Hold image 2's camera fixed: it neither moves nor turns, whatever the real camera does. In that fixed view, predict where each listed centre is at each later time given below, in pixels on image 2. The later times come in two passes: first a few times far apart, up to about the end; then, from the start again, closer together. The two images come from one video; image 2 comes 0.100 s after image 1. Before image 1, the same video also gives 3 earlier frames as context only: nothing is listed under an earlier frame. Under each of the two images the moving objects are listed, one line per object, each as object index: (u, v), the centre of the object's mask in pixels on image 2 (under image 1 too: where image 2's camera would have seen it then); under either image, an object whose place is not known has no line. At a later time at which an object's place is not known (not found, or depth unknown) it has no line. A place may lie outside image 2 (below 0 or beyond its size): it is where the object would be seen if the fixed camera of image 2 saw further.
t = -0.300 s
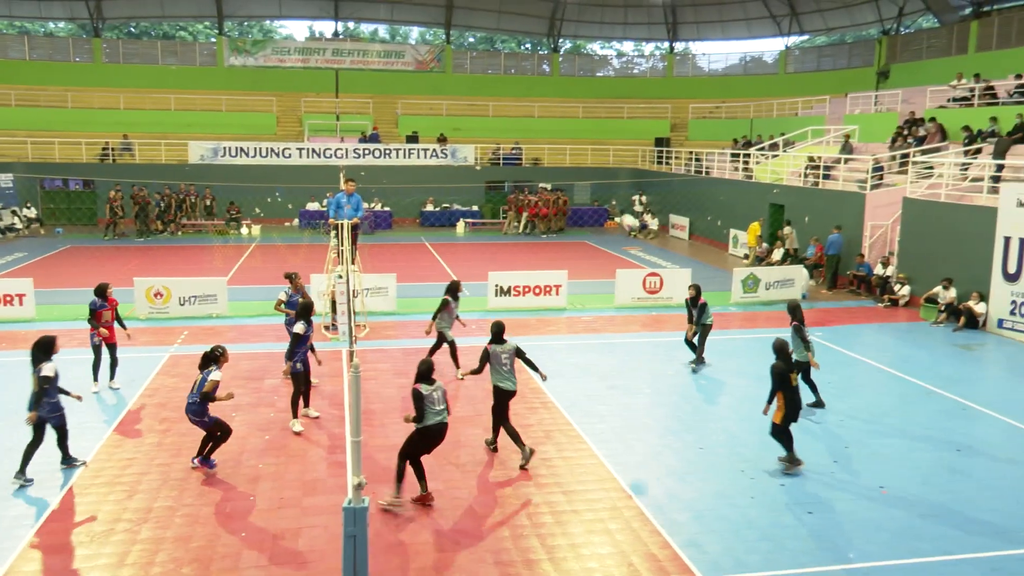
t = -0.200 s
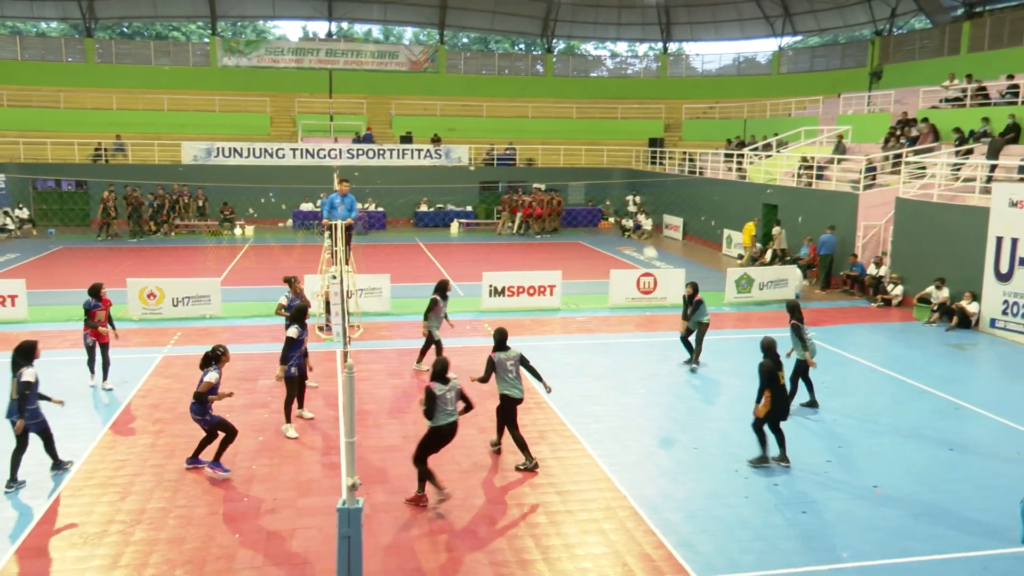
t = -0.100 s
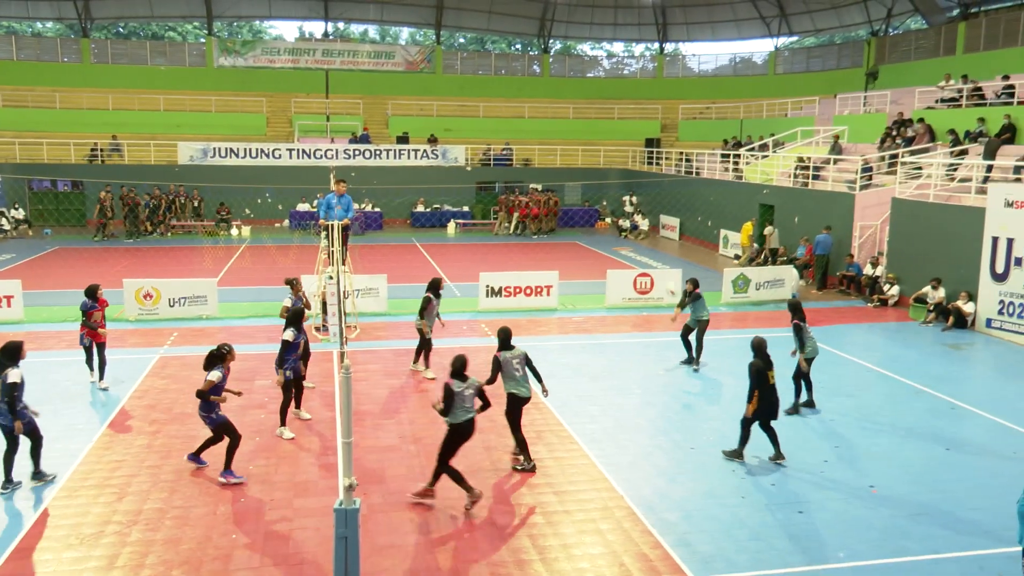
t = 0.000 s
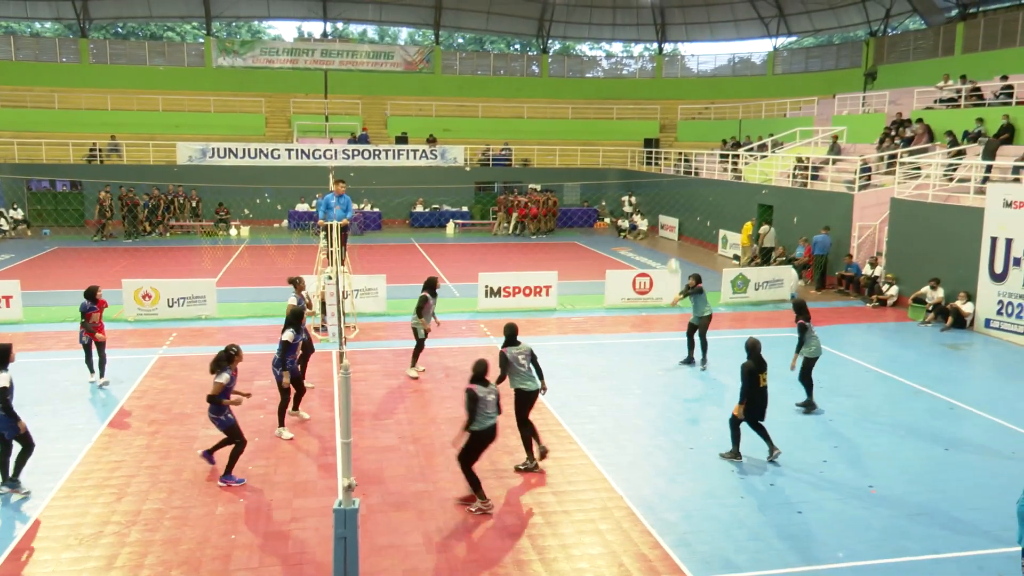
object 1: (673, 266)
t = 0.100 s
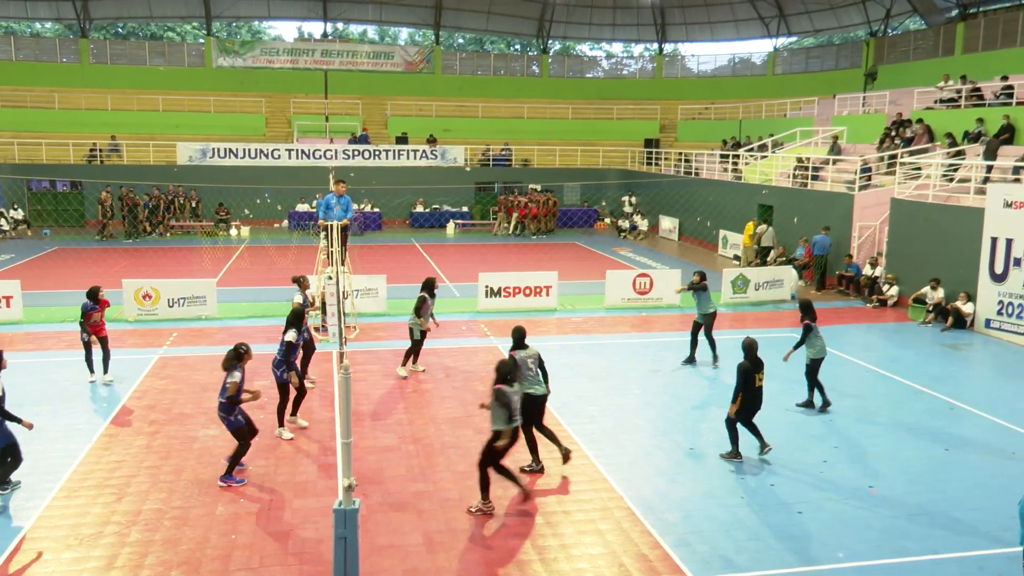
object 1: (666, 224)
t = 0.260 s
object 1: (654, 174)
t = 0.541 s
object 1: (633, 115)
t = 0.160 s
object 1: (662, 205)
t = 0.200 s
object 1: (659, 191)
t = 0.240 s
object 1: (656, 179)
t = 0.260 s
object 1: (654, 174)
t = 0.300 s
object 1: (651, 162)
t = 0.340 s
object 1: (648, 152)
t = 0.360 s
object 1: (647, 147)
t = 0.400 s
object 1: (644, 138)
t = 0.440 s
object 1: (641, 130)
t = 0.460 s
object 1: (639, 127)
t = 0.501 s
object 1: (636, 120)
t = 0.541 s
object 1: (633, 115)
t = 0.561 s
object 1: (631, 113)
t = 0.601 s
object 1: (628, 109)
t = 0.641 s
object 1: (624, 105)
